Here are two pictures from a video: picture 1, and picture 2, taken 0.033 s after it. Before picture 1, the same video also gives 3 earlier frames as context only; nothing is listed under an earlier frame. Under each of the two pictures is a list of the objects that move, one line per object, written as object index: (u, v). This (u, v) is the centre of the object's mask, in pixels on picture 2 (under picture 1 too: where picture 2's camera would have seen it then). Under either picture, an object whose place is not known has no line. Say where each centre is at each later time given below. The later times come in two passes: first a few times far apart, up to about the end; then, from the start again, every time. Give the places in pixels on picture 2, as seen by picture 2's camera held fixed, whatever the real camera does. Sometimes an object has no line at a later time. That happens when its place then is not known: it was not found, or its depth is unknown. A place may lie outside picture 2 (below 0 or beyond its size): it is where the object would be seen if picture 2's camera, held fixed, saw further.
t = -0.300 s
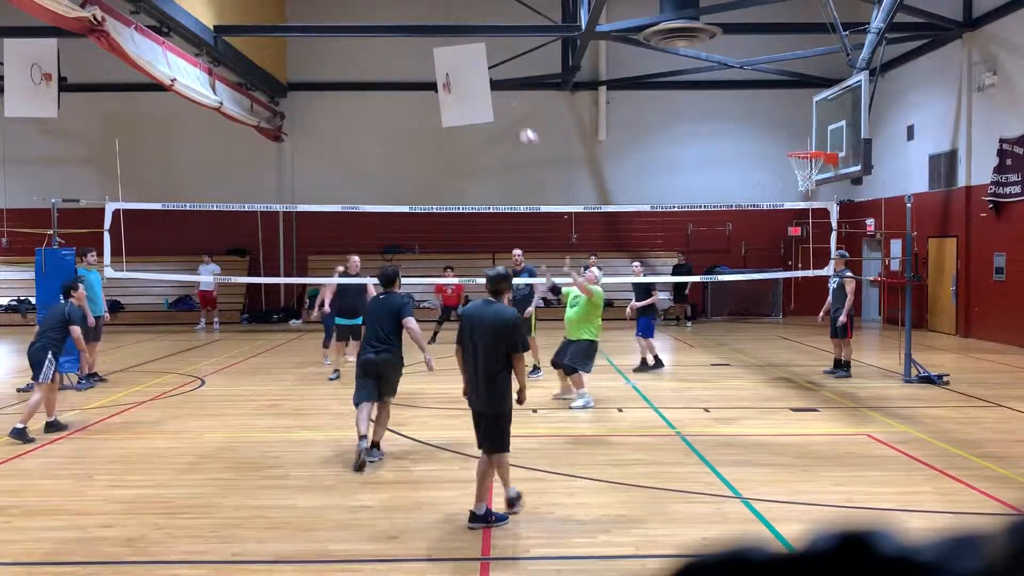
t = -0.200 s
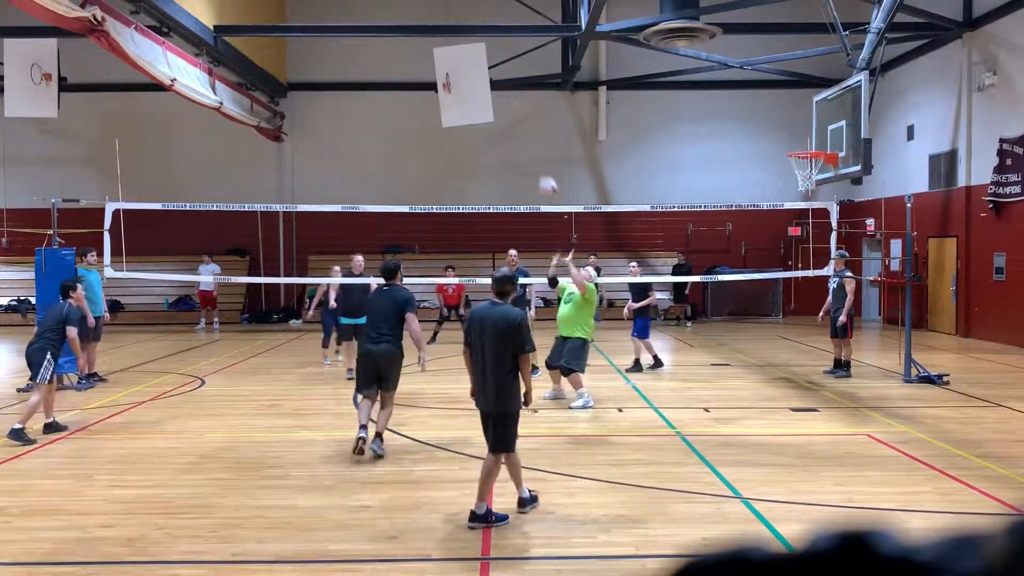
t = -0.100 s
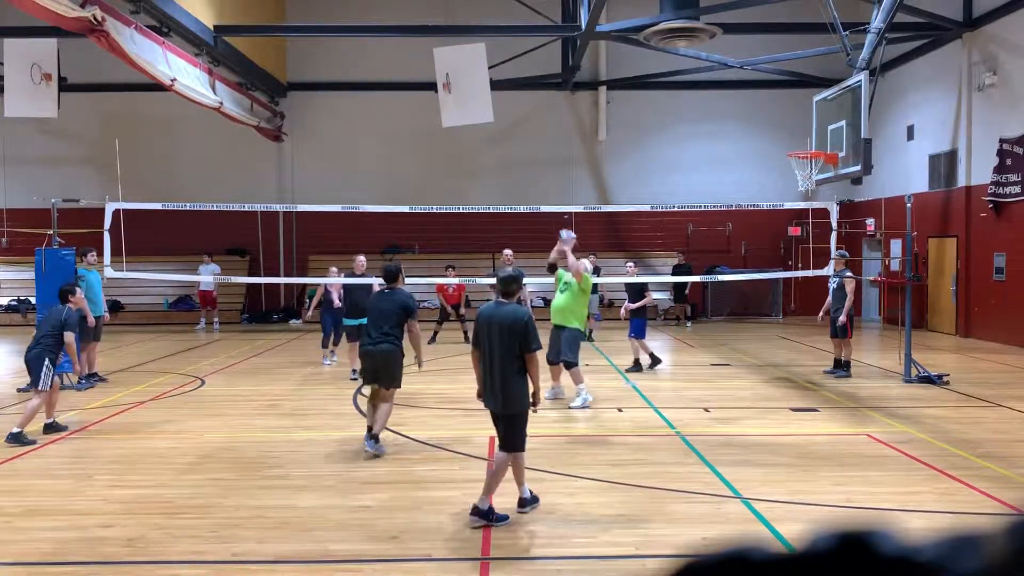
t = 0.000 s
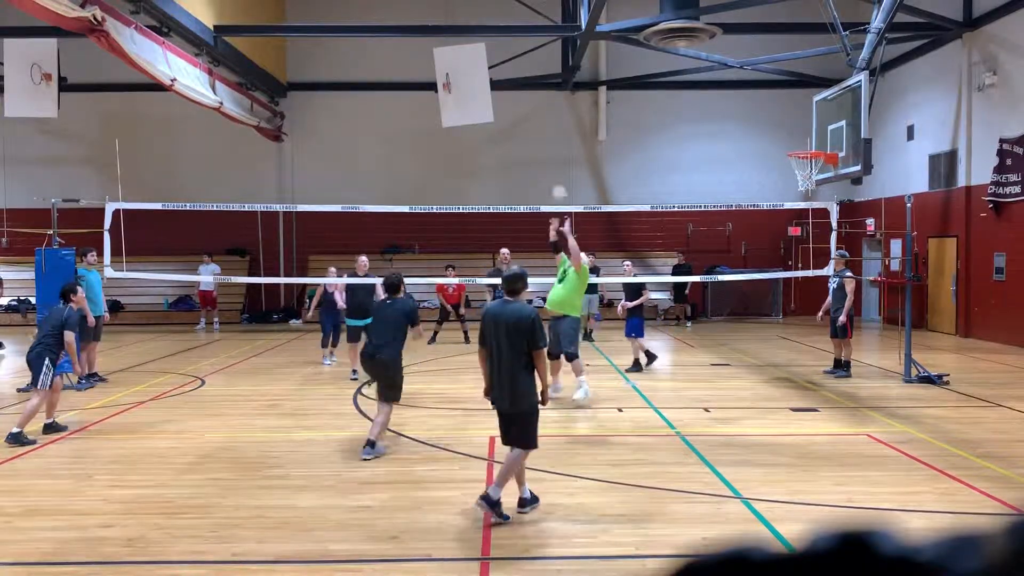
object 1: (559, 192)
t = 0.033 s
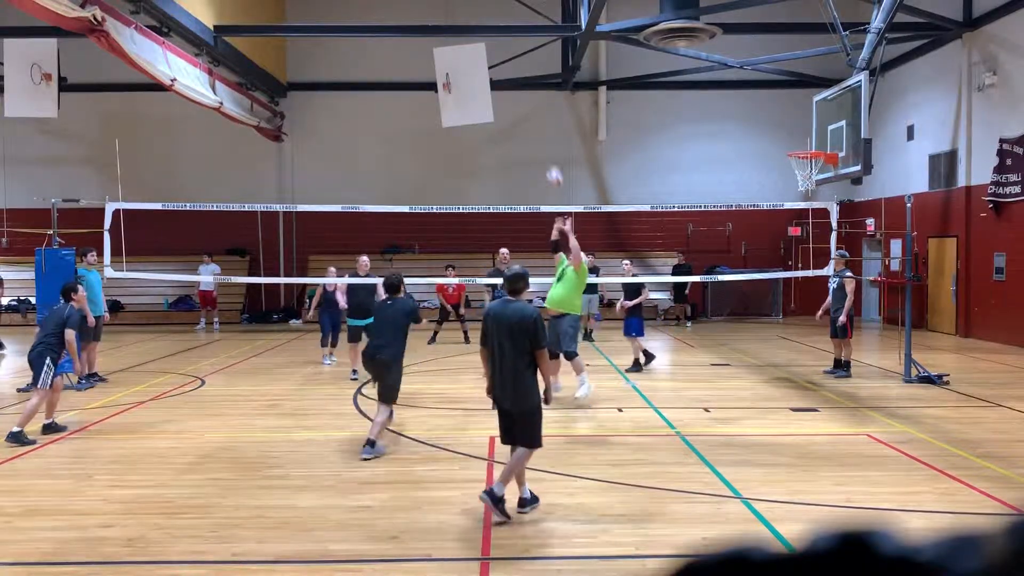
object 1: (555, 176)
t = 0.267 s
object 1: (523, 83)
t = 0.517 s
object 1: (493, 33)
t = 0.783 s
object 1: (461, 35)
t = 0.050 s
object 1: (552, 168)
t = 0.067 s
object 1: (550, 160)
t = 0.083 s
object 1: (547, 153)
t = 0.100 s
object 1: (546, 145)
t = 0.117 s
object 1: (545, 137)
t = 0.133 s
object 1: (541, 131)
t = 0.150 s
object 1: (539, 124)
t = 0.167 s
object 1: (537, 118)
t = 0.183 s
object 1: (535, 112)
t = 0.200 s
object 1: (533, 105)
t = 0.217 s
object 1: (530, 99)
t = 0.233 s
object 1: (528, 92)
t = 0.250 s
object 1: (526, 88)
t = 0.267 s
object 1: (523, 83)
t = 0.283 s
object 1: (521, 79)
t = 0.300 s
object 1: (520, 74)
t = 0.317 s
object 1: (517, 69)
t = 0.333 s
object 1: (515, 62)
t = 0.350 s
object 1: (514, 59)
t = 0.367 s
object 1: (512, 56)
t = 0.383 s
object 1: (510, 52)
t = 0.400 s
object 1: (508, 50)
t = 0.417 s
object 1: (507, 46)
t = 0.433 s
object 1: (503, 43)
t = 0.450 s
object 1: (502, 41)
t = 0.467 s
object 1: (499, 38)
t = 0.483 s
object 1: (497, 36)
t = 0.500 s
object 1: (495, 35)
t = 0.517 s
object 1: (493, 33)
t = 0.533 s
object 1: (491, 31)
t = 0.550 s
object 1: (489, 30)
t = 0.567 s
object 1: (487, 29)
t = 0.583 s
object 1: (485, 29)
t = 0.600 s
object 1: (483, 28)
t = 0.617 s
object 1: (481, 28)
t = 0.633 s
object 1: (479, 28)
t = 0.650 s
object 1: (478, 27)
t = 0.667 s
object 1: (475, 27)
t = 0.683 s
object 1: (473, 28)
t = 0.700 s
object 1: (472, 28)
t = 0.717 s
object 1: (469, 29)
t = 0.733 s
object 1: (468, 30)
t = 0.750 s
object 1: (466, 32)
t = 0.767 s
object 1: (463, 33)
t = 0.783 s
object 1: (461, 35)
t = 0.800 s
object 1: (460, 37)
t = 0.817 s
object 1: (458, 39)
